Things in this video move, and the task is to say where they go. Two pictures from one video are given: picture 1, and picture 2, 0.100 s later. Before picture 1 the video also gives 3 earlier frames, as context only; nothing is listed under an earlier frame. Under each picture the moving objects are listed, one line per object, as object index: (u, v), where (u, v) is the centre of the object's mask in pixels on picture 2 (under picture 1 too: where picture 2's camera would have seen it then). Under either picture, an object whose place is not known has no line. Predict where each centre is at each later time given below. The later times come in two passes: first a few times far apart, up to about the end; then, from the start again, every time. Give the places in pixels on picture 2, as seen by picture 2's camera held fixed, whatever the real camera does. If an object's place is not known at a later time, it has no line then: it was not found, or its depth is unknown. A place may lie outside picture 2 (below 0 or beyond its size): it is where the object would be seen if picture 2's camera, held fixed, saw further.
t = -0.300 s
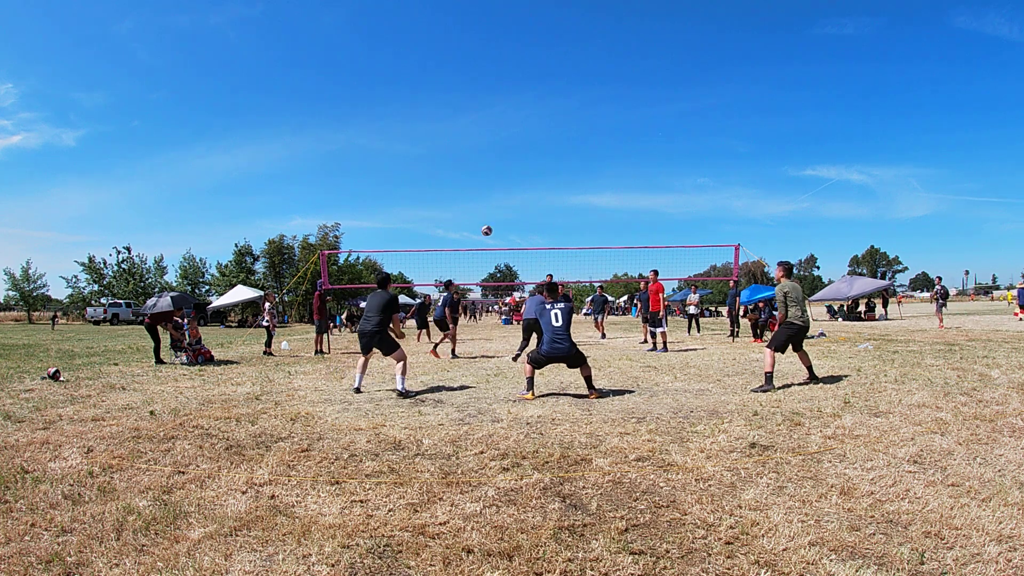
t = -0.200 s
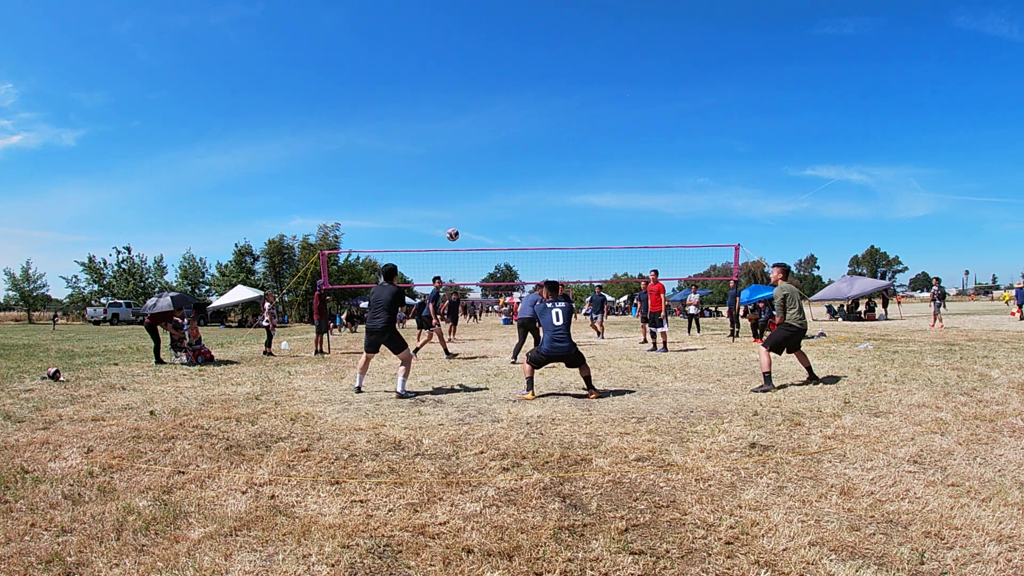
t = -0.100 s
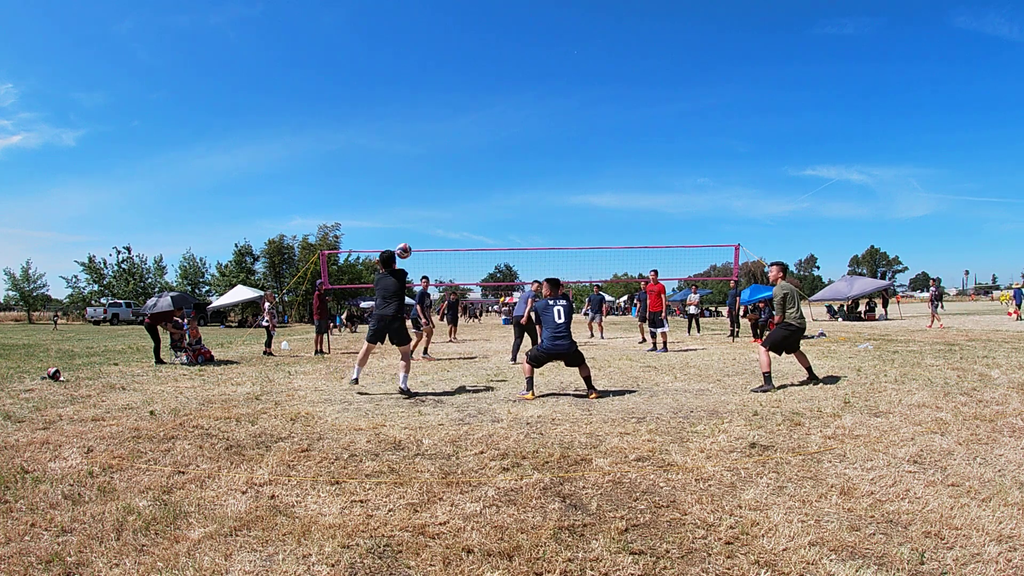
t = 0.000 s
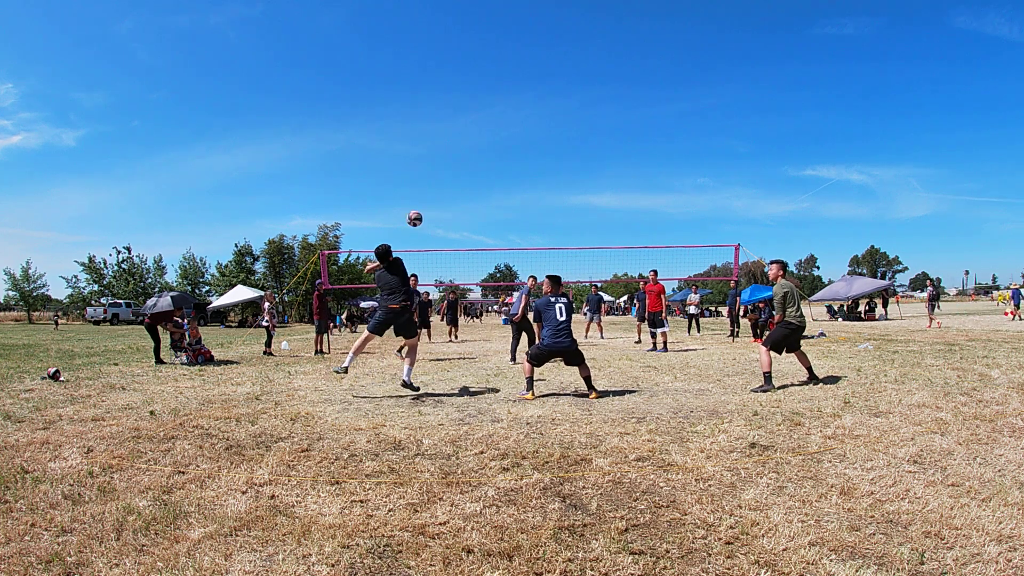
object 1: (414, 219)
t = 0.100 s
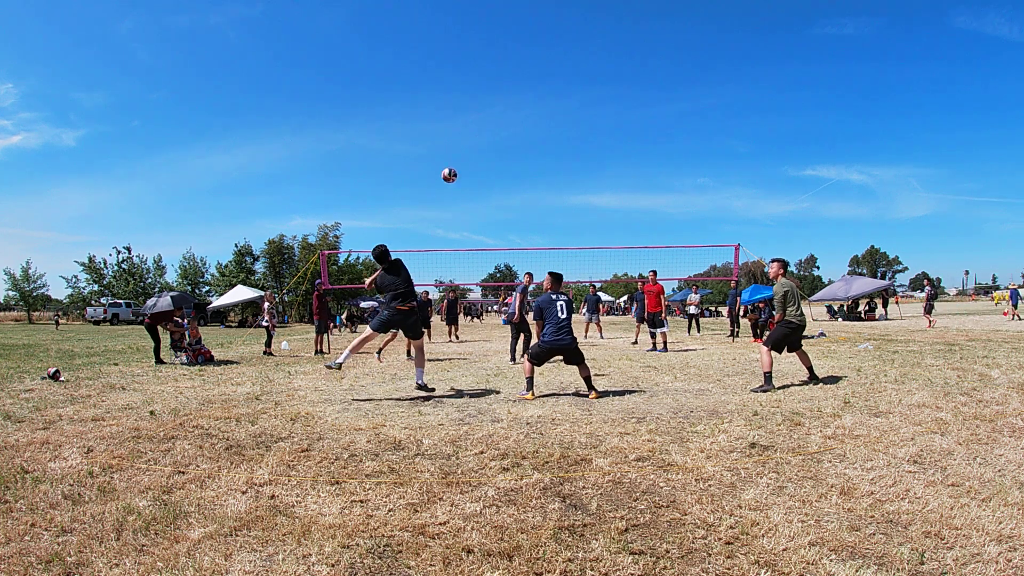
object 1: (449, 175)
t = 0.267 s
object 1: (502, 125)
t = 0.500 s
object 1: (567, 92)
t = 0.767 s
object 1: (633, 95)
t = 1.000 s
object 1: (685, 126)
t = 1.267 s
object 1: (738, 189)
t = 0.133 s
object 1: (460, 163)
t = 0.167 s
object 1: (471, 152)
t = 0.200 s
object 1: (482, 142)
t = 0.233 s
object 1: (492, 133)
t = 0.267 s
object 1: (502, 125)
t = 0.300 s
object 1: (512, 118)
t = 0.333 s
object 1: (522, 112)
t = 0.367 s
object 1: (531, 106)
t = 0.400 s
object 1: (540, 102)
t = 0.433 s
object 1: (549, 98)
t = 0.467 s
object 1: (558, 95)
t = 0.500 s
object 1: (567, 92)
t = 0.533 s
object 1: (576, 90)
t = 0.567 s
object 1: (584, 89)
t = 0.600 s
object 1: (593, 89)
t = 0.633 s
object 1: (601, 89)
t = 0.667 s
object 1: (609, 90)
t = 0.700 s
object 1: (617, 91)
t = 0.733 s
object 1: (625, 92)
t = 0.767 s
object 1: (633, 95)
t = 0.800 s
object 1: (641, 98)
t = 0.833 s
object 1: (648, 101)
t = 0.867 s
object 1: (656, 105)
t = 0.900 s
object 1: (663, 109)
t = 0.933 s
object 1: (670, 114)
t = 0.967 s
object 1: (677, 120)
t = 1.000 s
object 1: (685, 126)
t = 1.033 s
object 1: (692, 132)
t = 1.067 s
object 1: (699, 138)
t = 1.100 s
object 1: (706, 146)
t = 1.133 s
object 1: (712, 153)
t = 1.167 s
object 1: (719, 161)
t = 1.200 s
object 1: (726, 170)
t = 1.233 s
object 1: (732, 179)
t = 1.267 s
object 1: (738, 189)
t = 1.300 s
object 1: (744, 198)
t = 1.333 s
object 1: (750, 209)
